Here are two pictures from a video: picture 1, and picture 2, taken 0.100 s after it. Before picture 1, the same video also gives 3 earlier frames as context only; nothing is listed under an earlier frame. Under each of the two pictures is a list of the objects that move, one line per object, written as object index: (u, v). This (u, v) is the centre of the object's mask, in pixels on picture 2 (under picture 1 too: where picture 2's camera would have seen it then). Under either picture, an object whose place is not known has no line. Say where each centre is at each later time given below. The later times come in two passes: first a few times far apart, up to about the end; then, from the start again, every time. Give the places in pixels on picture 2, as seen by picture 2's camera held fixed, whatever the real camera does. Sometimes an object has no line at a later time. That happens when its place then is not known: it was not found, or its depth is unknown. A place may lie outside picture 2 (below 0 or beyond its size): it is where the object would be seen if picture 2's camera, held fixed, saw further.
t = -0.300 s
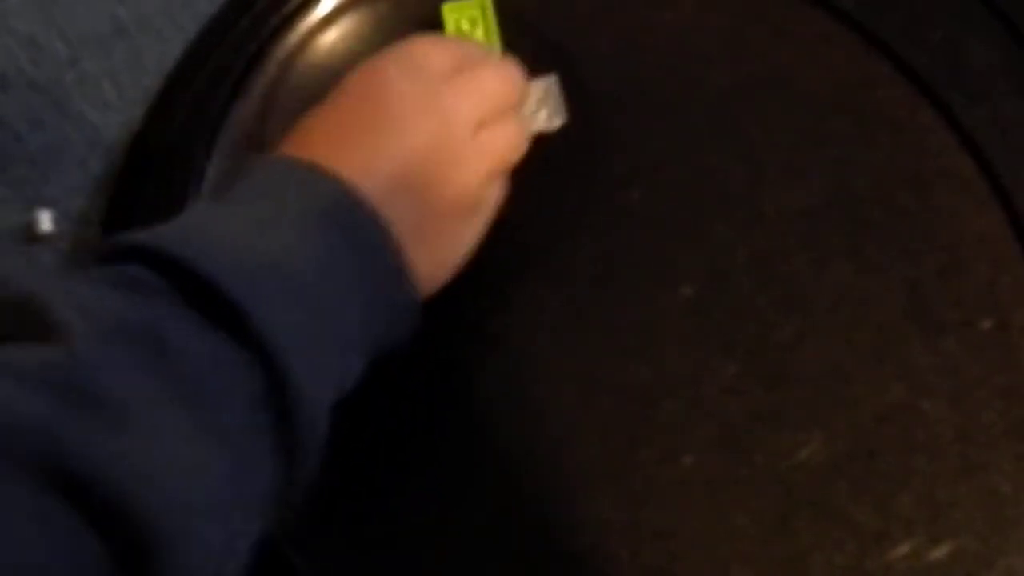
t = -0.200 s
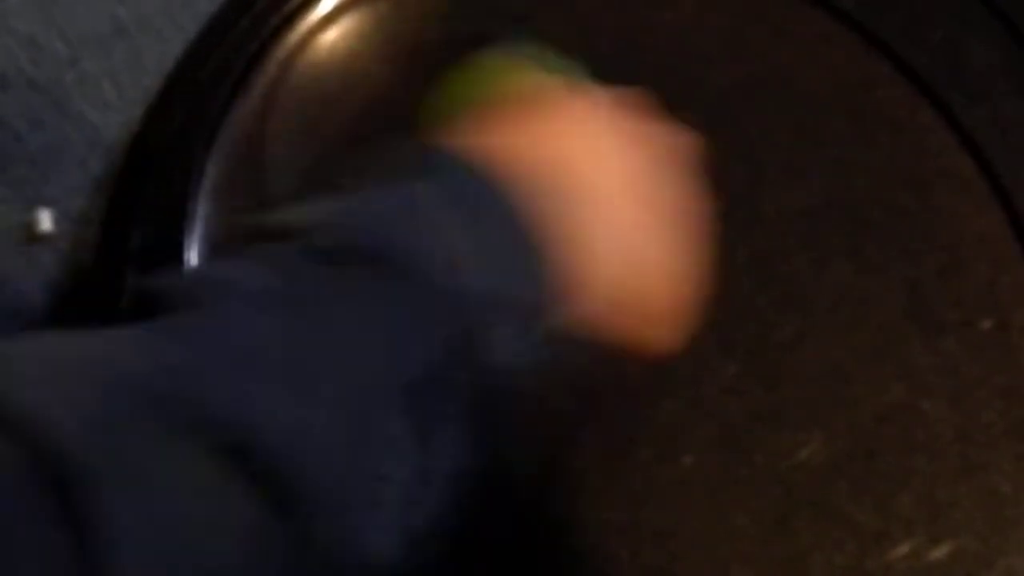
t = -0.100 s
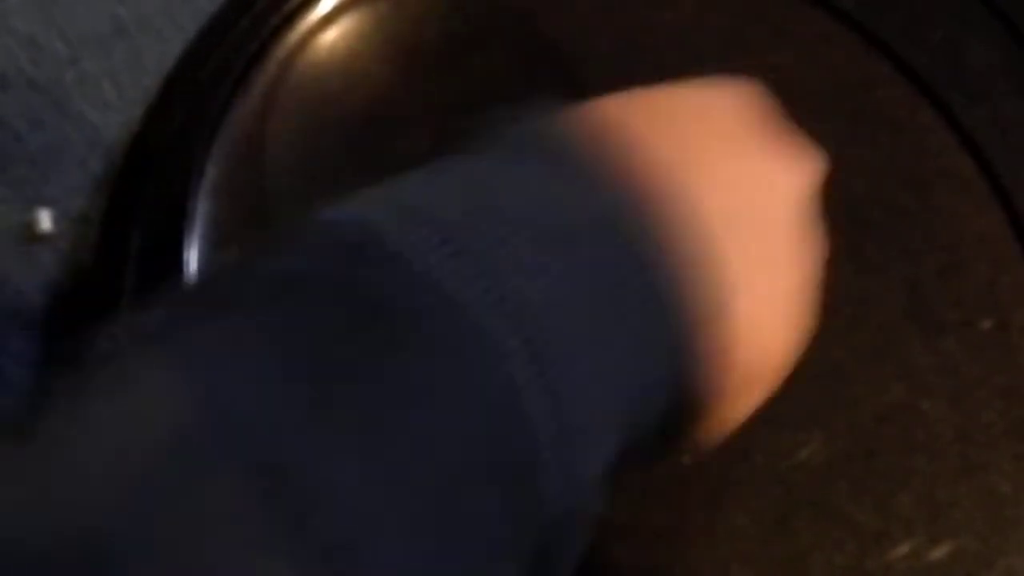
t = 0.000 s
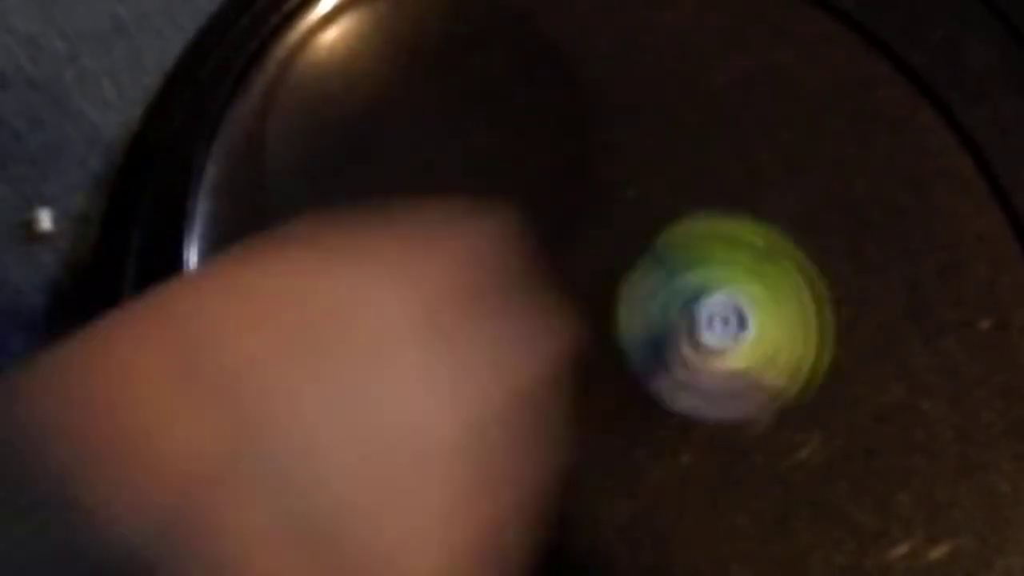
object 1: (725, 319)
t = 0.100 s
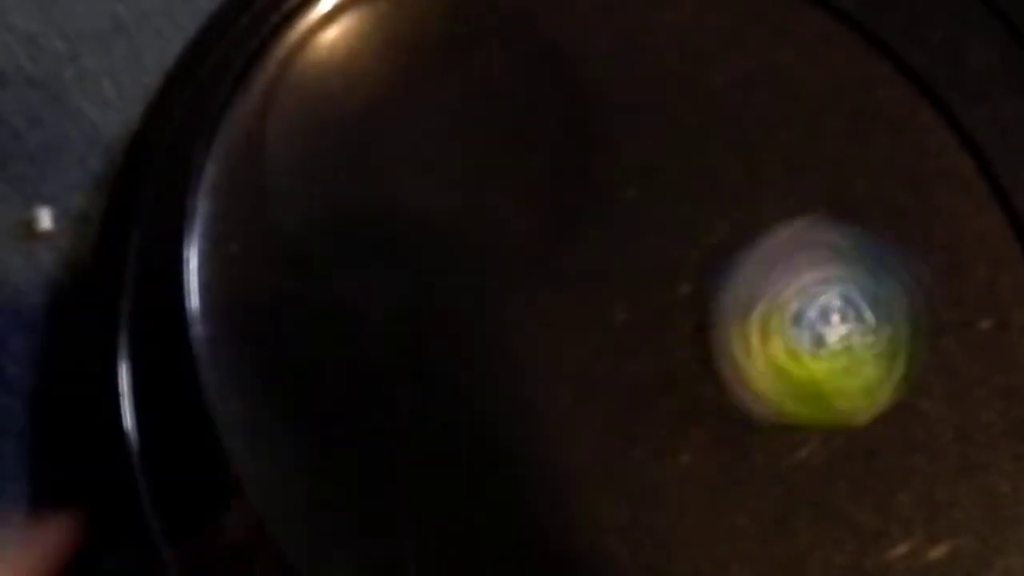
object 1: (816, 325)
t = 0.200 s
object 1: (874, 274)
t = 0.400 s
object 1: (877, 230)
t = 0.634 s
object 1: (798, 219)
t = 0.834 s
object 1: (703, 168)
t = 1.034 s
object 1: (563, 175)
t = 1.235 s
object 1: (455, 191)
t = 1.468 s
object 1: (389, 236)
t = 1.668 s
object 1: (417, 215)
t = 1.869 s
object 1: (402, 170)
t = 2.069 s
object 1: (371, 136)
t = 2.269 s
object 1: (372, 131)
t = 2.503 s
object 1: (366, 103)
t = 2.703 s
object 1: (366, 100)
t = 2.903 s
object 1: (365, 100)
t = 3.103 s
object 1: (365, 100)
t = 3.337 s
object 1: (365, 100)
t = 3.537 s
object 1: (365, 100)
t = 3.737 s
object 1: (365, 100)
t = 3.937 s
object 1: (365, 100)
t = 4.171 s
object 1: (365, 100)
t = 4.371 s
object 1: (364, 100)
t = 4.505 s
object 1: (364, 101)
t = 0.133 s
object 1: (844, 311)
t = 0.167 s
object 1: (862, 302)
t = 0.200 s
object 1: (874, 274)
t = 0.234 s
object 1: (885, 259)
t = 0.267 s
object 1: (887, 253)
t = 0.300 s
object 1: (891, 242)
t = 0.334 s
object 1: (891, 237)
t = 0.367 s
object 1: (883, 235)
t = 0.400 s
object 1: (877, 230)
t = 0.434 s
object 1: (871, 227)
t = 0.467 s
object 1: (860, 226)
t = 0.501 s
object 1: (851, 227)
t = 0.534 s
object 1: (838, 231)
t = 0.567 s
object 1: (825, 227)
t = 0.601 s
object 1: (811, 221)
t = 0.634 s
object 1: (798, 219)
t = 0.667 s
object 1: (784, 209)
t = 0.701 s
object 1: (771, 200)
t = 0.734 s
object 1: (757, 192)
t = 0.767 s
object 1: (739, 187)
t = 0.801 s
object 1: (721, 175)
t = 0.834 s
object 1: (703, 168)
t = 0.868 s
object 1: (681, 164)
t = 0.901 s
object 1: (653, 163)
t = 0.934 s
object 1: (629, 162)
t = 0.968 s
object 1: (607, 167)
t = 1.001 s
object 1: (585, 172)
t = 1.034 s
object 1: (563, 175)
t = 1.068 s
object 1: (542, 177)
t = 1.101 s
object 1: (523, 179)
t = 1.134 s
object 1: (509, 181)
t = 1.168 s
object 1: (491, 188)
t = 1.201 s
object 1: (471, 190)
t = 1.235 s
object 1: (455, 191)
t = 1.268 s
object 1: (441, 193)
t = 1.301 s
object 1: (420, 199)
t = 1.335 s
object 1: (406, 208)
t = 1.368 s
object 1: (397, 216)
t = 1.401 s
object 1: (391, 224)
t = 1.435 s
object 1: (386, 232)
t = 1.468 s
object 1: (389, 236)
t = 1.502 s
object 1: (394, 239)
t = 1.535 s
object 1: (398, 240)
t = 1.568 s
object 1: (406, 237)
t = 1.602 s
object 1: (410, 234)
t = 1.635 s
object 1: (414, 226)
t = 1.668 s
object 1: (417, 215)
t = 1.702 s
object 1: (419, 203)
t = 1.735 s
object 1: (415, 194)
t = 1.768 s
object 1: (413, 178)
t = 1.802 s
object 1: (413, 173)
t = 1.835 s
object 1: (412, 169)
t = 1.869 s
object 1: (402, 170)
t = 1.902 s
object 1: (392, 165)
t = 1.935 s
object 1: (389, 155)
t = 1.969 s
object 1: (388, 146)
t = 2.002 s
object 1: (386, 144)
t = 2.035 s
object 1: (377, 143)
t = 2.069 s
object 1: (371, 136)
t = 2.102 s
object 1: (372, 136)
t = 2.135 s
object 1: (374, 139)
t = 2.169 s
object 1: (371, 145)
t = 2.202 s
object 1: (368, 148)
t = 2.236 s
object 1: (368, 146)
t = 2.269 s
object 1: (372, 131)
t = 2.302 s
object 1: (375, 126)
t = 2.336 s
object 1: (372, 121)
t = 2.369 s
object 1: (366, 114)
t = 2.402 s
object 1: (365, 108)
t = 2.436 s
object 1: (366, 106)
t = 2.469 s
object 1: (367, 106)
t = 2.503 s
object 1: (366, 103)
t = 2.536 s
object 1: (363, 98)
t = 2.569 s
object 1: (360, 99)
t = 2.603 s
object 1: (359, 101)
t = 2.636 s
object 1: (362, 101)
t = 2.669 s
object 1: (364, 101)
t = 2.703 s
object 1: (366, 100)
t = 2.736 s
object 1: (366, 101)
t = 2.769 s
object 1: (366, 101)
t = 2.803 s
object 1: (366, 100)
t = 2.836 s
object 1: (365, 100)
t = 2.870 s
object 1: (365, 100)
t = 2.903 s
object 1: (365, 100)
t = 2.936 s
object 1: (366, 100)
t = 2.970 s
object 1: (366, 100)
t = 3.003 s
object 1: (366, 100)
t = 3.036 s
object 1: (365, 100)
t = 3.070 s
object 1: (366, 100)
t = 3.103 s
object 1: (365, 100)
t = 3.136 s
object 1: (365, 100)
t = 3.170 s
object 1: (366, 100)
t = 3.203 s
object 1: (366, 99)
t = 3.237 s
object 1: (365, 100)
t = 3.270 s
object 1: (365, 100)
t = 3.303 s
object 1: (365, 100)
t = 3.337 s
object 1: (365, 100)
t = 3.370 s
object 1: (364, 100)
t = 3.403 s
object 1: (365, 100)
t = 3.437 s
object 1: (365, 100)
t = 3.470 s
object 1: (365, 100)
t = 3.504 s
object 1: (365, 100)
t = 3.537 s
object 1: (365, 100)
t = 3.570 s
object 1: (364, 100)
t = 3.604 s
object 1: (364, 101)
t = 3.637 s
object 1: (364, 101)
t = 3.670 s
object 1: (365, 100)
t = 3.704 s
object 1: (365, 101)
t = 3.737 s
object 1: (365, 100)
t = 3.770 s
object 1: (365, 100)
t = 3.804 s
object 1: (365, 100)
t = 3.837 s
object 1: (365, 100)
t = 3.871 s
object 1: (365, 100)
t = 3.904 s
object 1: (365, 100)
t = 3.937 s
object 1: (365, 100)
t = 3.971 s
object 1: (365, 99)
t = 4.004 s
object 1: (366, 99)
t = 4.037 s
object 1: (365, 99)
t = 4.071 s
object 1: (365, 99)
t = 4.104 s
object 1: (365, 100)
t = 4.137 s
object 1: (365, 100)
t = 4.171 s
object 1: (365, 100)
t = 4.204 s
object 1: (365, 100)
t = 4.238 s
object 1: (365, 100)
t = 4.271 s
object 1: (365, 100)
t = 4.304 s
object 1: (365, 100)
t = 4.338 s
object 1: (364, 100)
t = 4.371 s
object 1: (364, 100)
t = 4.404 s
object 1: (364, 100)
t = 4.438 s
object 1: (364, 100)
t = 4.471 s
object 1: (364, 101)
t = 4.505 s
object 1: (364, 101)
